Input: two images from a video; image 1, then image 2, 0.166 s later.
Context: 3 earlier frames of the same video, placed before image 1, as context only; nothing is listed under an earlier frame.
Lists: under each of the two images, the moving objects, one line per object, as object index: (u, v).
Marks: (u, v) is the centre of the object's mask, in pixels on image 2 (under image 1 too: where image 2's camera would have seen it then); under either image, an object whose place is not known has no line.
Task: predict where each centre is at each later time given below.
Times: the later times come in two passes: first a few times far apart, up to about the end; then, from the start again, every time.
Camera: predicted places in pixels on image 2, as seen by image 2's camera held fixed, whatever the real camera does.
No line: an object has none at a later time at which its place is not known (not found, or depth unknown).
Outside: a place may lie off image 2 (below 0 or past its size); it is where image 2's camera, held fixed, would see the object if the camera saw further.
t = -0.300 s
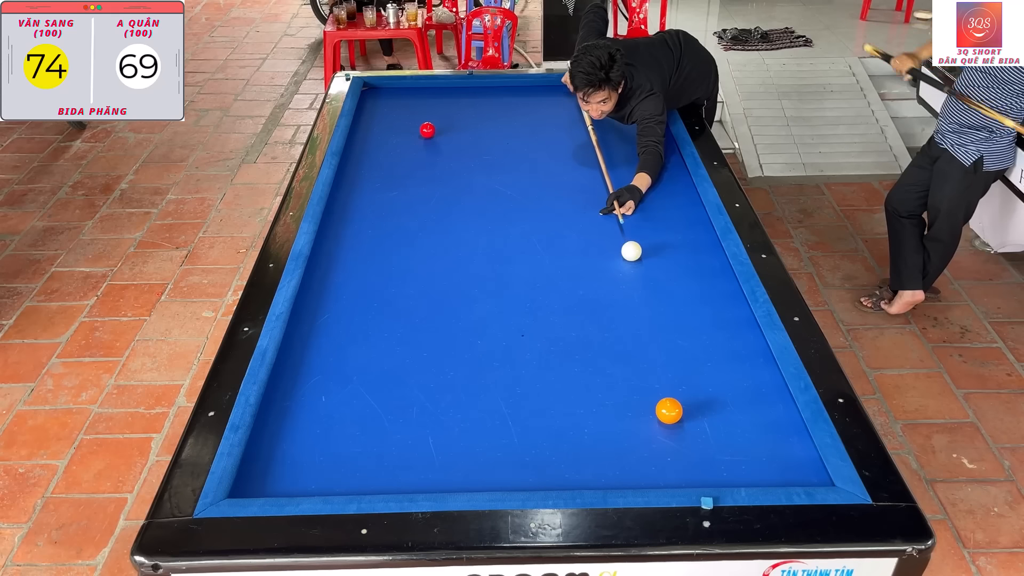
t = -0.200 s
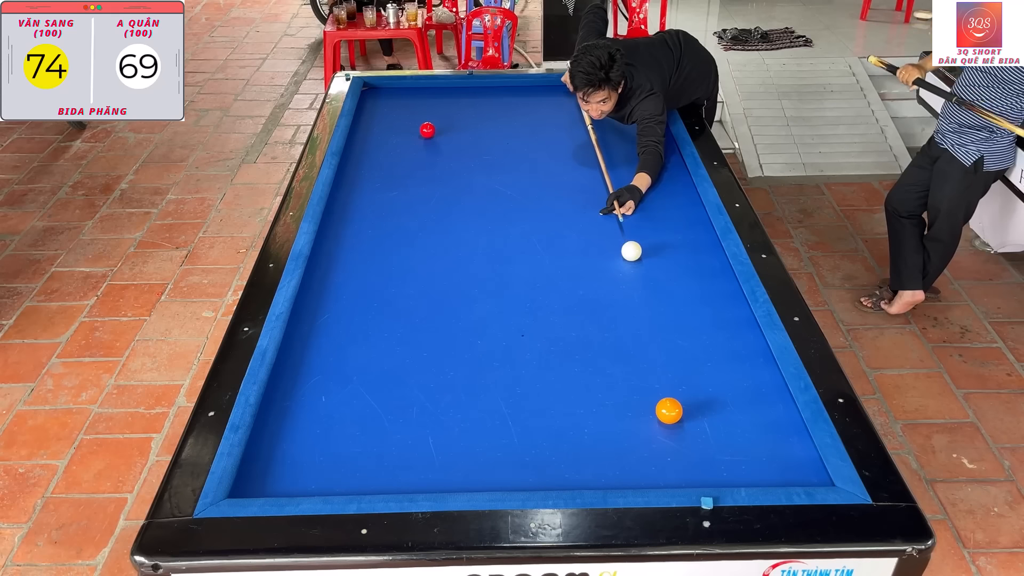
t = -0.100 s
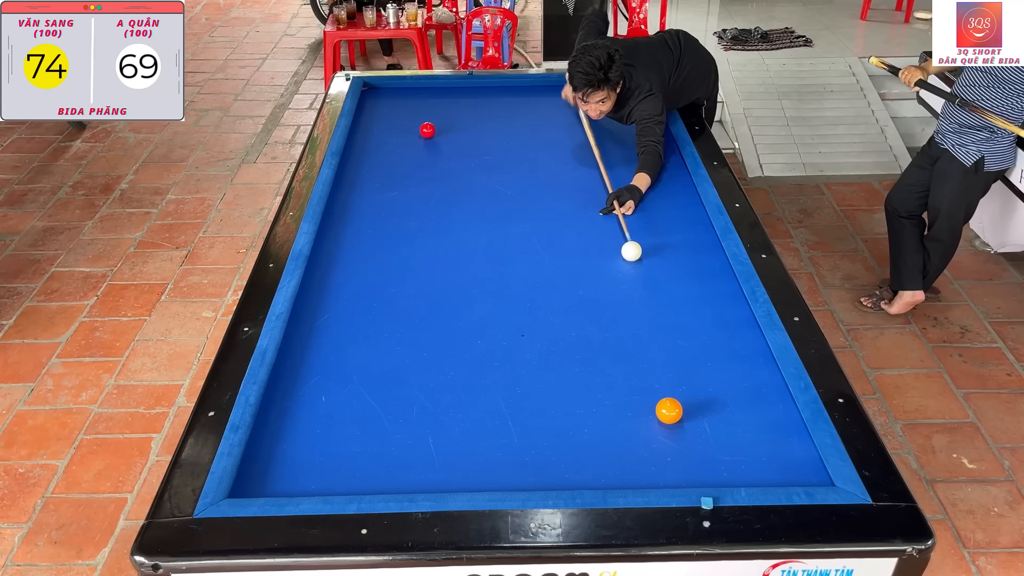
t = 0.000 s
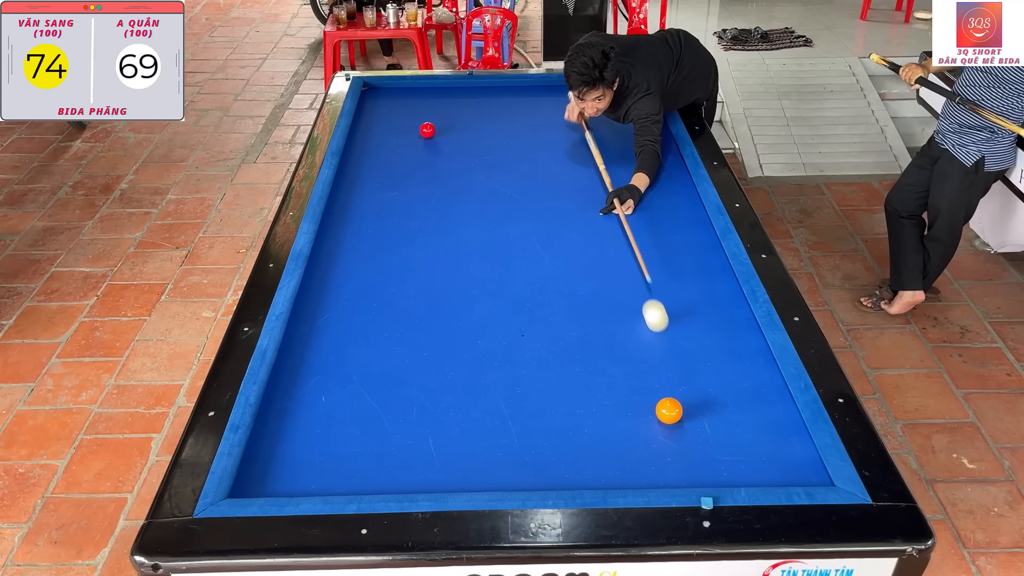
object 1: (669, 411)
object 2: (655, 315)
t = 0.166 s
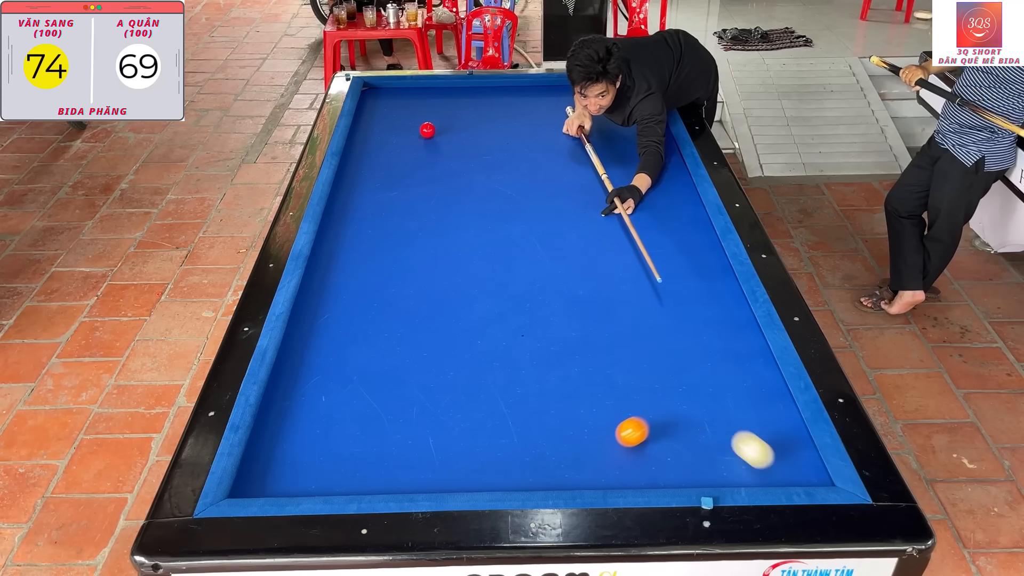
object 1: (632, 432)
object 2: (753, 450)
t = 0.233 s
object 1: (596, 452)
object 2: (801, 464)
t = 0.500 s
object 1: (478, 455)
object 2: (673, 340)
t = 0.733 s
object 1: (403, 426)
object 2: (593, 277)
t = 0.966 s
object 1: (334, 399)
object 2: (537, 236)
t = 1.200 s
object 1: (289, 375)
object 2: (490, 202)
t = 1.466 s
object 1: (343, 349)
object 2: (444, 168)
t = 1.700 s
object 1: (382, 329)
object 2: (409, 142)
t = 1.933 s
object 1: (418, 311)
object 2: (378, 119)
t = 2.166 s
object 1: (451, 295)
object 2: (375, 101)
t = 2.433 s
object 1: (487, 277)
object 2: (397, 85)
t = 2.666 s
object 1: (515, 263)
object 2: (398, 93)
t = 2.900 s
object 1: (542, 249)
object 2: (399, 100)
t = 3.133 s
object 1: (566, 237)
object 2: (400, 107)
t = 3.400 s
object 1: (592, 224)
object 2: (401, 115)
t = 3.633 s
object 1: (614, 213)
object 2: (402, 122)
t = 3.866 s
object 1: (634, 203)
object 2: (403, 129)
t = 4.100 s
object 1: (653, 193)
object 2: (405, 136)
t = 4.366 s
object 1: (673, 183)
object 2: (406, 144)
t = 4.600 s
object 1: (677, 176)
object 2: (407, 151)
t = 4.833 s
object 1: (666, 171)
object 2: (409, 158)
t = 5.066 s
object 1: (654, 166)
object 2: (410, 165)
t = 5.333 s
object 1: (642, 161)
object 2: (412, 172)
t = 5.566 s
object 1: (633, 157)
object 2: (413, 179)
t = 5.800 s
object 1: (624, 153)
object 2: (414, 186)
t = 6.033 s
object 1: (615, 150)
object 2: (416, 192)
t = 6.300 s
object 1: (606, 146)
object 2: (418, 200)
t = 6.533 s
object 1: (599, 143)
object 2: (419, 206)
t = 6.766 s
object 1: (593, 140)
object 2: (421, 212)
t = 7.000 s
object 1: (586, 137)
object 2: (422, 218)
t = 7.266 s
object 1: (580, 134)
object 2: (424, 224)
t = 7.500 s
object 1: (575, 132)
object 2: (425, 229)
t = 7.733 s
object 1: (570, 130)
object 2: (427, 235)
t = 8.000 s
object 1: (565, 128)
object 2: (428, 240)
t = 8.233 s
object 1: (562, 126)
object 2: (430, 245)
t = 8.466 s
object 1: (559, 125)
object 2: (431, 249)
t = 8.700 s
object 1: (556, 124)
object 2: (432, 253)
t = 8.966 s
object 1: (553, 123)
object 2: (433, 258)
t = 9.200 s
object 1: (551, 122)
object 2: (434, 261)
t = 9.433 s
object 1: (549, 121)
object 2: (434, 264)
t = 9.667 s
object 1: (548, 121)
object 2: (435, 267)
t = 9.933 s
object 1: (548, 120)
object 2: (435, 270)
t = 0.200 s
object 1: (614, 442)
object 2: (785, 474)
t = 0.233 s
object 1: (596, 452)
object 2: (801, 464)
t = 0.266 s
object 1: (578, 463)
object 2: (798, 442)
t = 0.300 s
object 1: (560, 473)
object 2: (776, 424)
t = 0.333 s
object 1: (543, 480)
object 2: (756, 408)
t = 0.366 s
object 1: (528, 479)
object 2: (738, 392)
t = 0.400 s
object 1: (515, 473)
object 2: (720, 378)
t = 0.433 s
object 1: (502, 466)
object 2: (703, 364)
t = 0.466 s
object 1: (490, 460)
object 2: (688, 352)
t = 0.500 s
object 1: (478, 455)
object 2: (673, 340)
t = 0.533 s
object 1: (467, 451)
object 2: (660, 329)
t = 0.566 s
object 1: (456, 446)
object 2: (647, 319)
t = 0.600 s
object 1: (445, 442)
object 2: (635, 310)
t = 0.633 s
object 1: (434, 438)
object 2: (624, 301)
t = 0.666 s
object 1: (423, 434)
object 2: (613, 293)
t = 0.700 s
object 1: (413, 430)
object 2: (603, 285)
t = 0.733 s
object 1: (403, 426)
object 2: (593, 277)
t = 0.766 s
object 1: (392, 422)
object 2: (584, 270)
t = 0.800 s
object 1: (382, 418)
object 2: (575, 264)
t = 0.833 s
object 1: (372, 414)
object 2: (567, 258)
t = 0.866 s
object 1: (362, 410)
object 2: (559, 252)
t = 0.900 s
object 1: (353, 406)
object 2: (552, 246)
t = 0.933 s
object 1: (343, 403)
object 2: (544, 241)
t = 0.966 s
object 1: (334, 399)
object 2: (537, 236)
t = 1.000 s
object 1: (324, 395)
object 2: (530, 231)
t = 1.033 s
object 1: (315, 392)
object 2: (523, 225)
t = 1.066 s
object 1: (306, 388)
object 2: (516, 221)
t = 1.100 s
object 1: (297, 385)
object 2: (509, 216)
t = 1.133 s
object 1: (288, 382)
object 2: (503, 211)
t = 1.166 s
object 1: (281, 378)
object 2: (497, 206)
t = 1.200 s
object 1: (289, 375)
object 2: (490, 202)
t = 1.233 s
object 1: (297, 372)
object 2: (484, 197)
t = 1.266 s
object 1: (305, 368)
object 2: (478, 193)
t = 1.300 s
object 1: (312, 365)
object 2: (472, 188)
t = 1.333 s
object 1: (319, 362)
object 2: (466, 184)
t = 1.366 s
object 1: (325, 359)
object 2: (461, 180)
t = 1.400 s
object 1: (331, 356)
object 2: (455, 176)
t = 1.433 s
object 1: (337, 353)
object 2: (450, 172)
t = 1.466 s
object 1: (343, 349)
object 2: (444, 168)
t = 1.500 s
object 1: (349, 347)
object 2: (439, 164)
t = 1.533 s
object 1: (354, 344)
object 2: (434, 160)
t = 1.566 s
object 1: (360, 341)
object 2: (429, 156)
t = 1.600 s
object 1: (366, 338)
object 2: (424, 153)
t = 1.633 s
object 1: (371, 335)
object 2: (419, 149)
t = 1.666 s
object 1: (377, 332)
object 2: (414, 146)
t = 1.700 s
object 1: (382, 329)
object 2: (409, 142)
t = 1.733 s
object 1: (388, 327)
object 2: (405, 139)
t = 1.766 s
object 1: (393, 324)
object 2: (400, 135)
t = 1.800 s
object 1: (398, 322)
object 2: (396, 132)
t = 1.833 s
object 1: (403, 319)
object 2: (391, 129)
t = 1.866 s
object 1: (408, 316)
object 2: (387, 125)
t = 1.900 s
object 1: (413, 314)
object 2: (383, 122)
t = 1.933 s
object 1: (418, 311)
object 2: (378, 119)
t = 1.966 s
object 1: (423, 309)
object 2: (374, 116)
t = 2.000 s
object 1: (428, 306)
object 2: (370, 113)
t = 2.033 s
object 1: (433, 304)
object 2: (366, 110)
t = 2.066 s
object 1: (438, 302)
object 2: (363, 108)
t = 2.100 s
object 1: (442, 299)
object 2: (367, 105)
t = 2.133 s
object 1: (447, 297)
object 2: (371, 103)
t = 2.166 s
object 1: (451, 295)
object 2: (375, 101)
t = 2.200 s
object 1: (456, 292)
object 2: (378, 99)
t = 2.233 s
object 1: (461, 290)
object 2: (381, 97)
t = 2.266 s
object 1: (465, 288)
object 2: (384, 95)
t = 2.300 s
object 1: (470, 285)
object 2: (387, 93)
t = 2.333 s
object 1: (474, 283)
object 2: (389, 91)
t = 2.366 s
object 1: (478, 281)
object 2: (392, 89)
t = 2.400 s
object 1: (482, 279)
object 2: (395, 87)
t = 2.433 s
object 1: (487, 277)
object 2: (397, 85)
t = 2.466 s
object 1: (491, 275)
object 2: (397, 86)
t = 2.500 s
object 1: (495, 273)
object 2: (397, 87)
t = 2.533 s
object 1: (499, 271)
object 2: (397, 89)
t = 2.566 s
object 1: (503, 268)
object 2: (397, 90)
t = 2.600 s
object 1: (507, 267)
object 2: (397, 91)
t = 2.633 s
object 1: (511, 265)
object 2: (397, 92)
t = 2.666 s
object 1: (515, 263)
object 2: (398, 93)
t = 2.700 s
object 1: (519, 261)
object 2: (398, 94)
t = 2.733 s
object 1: (523, 259)
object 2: (398, 95)
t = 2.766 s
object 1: (527, 257)
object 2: (398, 96)
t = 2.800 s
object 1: (530, 255)
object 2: (398, 97)
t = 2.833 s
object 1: (534, 253)
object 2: (398, 98)
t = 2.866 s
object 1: (538, 251)
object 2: (399, 99)
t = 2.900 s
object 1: (542, 249)
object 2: (399, 100)
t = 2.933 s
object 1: (545, 248)
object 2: (399, 101)
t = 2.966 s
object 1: (549, 246)
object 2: (399, 102)
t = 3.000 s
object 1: (552, 244)
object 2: (399, 103)
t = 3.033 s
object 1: (556, 242)
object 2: (400, 104)
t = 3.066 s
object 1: (559, 240)
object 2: (400, 105)
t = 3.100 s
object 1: (563, 239)
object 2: (400, 106)
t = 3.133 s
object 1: (566, 237)
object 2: (400, 107)
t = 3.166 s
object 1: (569, 235)
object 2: (400, 108)
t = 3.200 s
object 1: (573, 234)
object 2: (400, 109)
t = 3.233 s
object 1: (576, 232)
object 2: (401, 110)
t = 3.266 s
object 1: (580, 230)
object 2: (401, 111)
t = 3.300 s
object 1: (583, 229)
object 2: (401, 112)
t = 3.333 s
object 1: (586, 227)
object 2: (401, 113)
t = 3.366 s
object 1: (589, 225)
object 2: (401, 114)
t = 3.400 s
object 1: (592, 224)
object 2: (401, 115)
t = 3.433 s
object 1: (595, 222)
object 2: (402, 116)
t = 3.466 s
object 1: (599, 221)
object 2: (402, 117)
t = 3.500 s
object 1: (602, 219)
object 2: (402, 118)
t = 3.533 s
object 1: (605, 218)
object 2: (402, 119)
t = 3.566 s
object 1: (608, 216)
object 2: (402, 120)
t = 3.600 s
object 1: (611, 214)
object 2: (402, 121)
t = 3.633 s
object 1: (614, 213)
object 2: (402, 122)
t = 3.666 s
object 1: (617, 211)
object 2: (403, 123)
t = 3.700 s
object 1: (620, 210)
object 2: (403, 124)
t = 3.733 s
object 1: (622, 209)
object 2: (403, 125)
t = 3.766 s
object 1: (625, 207)
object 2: (403, 126)
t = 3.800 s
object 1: (628, 206)
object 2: (403, 127)
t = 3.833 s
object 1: (631, 204)
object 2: (403, 128)
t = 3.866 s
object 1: (634, 203)
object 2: (403, 129)
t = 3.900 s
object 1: (637, 201)
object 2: (404, 130)
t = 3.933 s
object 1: (639, 200)
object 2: (404, 131)
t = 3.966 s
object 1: (642, 199)
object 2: (404, 132)
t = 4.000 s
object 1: (645, 197)
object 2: (404, 133)
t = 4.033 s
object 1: (648, 196)
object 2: (404, 134)
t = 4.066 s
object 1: (650, 194)
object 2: (404, 135)
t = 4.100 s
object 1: (653, 193)
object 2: (405, 136)
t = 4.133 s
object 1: (655, 192)
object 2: (405, 137)
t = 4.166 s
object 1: (658, 190)
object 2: (405, 138)
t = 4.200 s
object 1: (661, 189)
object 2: (405, 139)
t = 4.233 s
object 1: (663, 188)
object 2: (405, 140)
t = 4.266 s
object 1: (666, 187)
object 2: (405, 141)
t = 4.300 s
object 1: (668, 185)
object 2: (406, 142)
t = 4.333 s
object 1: (671, 184)
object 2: (406, 143)
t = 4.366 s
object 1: (673, 183)
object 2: (406, 144)
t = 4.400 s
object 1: (676, 181)
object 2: (406, 145)
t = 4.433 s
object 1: (678, 180)
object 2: (406, 146)
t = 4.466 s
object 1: (680, 179)
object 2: (407, 147)
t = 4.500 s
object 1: (683, 178)
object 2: (407, 148)
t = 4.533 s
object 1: (681, 177)
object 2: (407, 149)
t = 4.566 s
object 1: (679, 176)
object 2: (407, 150)
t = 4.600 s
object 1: (677, 176)
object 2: (407, 151)
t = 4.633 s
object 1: (676, 175)
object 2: (408, 152)
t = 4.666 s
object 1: (674, 174)
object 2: (408, 153)
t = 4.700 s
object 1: (672, 174)
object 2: (408, 154)
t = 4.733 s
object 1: (671, 173)
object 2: (408, 155)
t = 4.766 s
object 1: (669, 172)
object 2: (408, 156)
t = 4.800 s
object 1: (667, 172)
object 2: (408, 157)
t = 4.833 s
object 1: (666, 171)
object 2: (409, 158)
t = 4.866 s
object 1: (664, 170)
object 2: (409, 159)
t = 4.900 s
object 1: (662, 169)
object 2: (409, 160)
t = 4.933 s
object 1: (661, 169)
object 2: (409, 161)
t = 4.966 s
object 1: (659, 168)
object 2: (409, 162)
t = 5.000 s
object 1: (658, 168)
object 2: (410, 163)
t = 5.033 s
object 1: (656, 167)
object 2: (410, 164)
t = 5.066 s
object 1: (654, 166)
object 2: (410, 165)
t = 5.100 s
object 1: (653, 166)
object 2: (410, 166)
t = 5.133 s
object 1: (651, 165)
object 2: (410, 167)
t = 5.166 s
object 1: (650, 164)
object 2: (410, 168)
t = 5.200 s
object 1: (648, 164)
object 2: (411, 169)
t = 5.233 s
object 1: (647, 163)
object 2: (411, 169)
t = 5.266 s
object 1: (645, 162)
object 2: (411, 170)
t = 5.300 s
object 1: (644, 162)
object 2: (411, 171)
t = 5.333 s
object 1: (642, 161)
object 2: (412, 172)
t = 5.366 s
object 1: (641, 161)
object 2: (412, 174)
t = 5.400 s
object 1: (640, 160)
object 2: (412, 174)
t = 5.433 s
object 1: (638, 159)
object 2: (412, 175)
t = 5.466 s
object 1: (637, 159)
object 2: (412, 176)
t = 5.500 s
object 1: (635, 158)
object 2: (412, 177)
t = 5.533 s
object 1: (634, 158)
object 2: (413, 178)
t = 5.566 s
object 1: (633, 157)
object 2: (413, 179)
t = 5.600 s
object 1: (631, 156)
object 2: (413, 180)
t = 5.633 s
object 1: (630, 156)
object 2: (413, 181)
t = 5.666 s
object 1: (629, 155)
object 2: (414, 182)
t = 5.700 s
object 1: (628, 155)
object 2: (414, 183)
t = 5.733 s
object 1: (626, 154)
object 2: (414, 184)
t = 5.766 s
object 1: (625, 154)
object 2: (414, 185)
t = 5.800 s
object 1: (624, 153)
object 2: (414, 186)
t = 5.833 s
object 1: (622, 153)
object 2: (415, 187)
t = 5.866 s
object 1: (621, 152)
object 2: (415, 188)
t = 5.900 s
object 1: (620, 151)
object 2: (415, 189)
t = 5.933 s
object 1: (619, 151)
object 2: (415, 190)
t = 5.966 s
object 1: (618, 150)
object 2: (415, 191)
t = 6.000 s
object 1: (616, 150)
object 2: (416, 192)
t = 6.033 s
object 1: (615, 150)
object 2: (416, 192)
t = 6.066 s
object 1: (614, 149)
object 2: (416, 193)
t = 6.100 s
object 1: (613, 149)
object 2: (416, 194)
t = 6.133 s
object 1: (612, 148)
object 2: (416, 195)
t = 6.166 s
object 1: (611, 148)
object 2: (417, 196)
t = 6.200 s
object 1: (610, 147)
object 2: (417, 197)
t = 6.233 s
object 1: (609, 147)
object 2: (417, 198)
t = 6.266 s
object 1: (607, 146)
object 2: (417, 199)
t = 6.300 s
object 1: (606, 146)
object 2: (418, 200)
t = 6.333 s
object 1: (605, 145)
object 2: (418, 201)
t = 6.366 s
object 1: (604, 145)
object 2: (418, 201)
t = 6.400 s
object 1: (603, 144)
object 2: (418, 202)
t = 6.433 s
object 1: (602, 144)
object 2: (419, 203)
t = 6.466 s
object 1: (601, 144)
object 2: (419, 204)
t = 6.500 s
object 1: (600, 143)
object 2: (419, 205)
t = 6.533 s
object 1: (599, 143)
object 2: (419, 206)
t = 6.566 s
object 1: (598, 142)
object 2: (419, 207)
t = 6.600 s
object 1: (597, 142)
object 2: (420, 208)
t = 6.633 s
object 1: (596, 141)
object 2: (420, 209)
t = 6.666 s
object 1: (595, 141)
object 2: (420, 209)
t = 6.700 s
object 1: (594, 141)
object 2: (420, 210)
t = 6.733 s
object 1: (593, 140)
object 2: (420, 211)
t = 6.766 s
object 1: (593, 140)
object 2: (421, 212)
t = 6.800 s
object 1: (592, 139)
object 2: (421, 213)
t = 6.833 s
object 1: (591, 139)
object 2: (421, 214)
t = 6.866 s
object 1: (590, 139)
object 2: (421, 215)
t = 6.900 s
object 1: (589, 138)
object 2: (422, 215)
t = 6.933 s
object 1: (588, 138)
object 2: (422, 216)
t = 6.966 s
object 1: (587, 137)
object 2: (422, 217)
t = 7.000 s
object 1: (586, 137)
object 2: (422, 218)
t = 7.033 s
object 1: (586, 137)
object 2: (422, 219)
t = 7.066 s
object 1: (585, 136)
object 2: (422, 220)
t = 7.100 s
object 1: (584, 136)
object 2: (423, 220)
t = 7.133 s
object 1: (583, 136)
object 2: (423, 221)
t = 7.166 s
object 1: (583, 136)
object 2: (423, 222)
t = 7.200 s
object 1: (582, 135)
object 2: (423, 223)
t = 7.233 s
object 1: (581, 135)
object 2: (423, 223)
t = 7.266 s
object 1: (580, 134)
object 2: (424, 224)
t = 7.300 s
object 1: (579, 134)
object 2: (424, 225)
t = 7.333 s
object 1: (579, 134)
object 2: (424, 226)
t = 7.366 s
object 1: (578, 134)
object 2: (424, 226)
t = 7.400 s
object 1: (577, 133)
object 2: (424, 227)
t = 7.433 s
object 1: (576, 133)
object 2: (425, 228)
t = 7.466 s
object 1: (576, 132)
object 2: (425, 229)
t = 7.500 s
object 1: (575, 132)
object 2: (425, 229)
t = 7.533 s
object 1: (574, 132)
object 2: (425, 230)
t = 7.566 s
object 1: (574, 132)
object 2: (426, 231)
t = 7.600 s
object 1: (573, 131)
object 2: (426, 232)
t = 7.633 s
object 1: (572, 131)
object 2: (426, 232)
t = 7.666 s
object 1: (572, 131)
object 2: (426, 233)
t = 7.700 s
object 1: (571, 130)
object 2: (426, 234)
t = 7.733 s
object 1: (570, 130)
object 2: (427, 235)
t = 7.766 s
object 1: (570, 130)
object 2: (427, 235)
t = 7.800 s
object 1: (569, 130)
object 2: (427, 236)
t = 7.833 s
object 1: (568, 129)
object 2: (427, 237)
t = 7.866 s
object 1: (568, 129)
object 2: (427, 237)
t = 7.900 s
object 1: (567, 129)
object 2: (428, 238)
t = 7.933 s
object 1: (567, 129)
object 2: (428, 239)
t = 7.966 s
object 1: (566, 128)
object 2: (428, 239)
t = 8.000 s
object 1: (565, 128)
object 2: (428, 240)
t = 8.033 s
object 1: (565, 128)
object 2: (428, 241)
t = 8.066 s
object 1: (564, 128)
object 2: (429, 241)
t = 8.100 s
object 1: (564, 127)
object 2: (429, 242)
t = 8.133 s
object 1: (563, 127)
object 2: (429, 243)
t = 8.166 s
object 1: (563, 127)
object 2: (429, 244)
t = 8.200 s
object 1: (562, 127)
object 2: (430, 244)
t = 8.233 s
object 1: (562, 126)
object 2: (430, 245)
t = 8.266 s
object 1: (561, 126)
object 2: (430, 245)
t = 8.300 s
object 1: (561, 126)
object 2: (430, 246)
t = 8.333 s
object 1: (560, 126)
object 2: (430, 247)
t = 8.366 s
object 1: (560, 126)
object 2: (430, 247)
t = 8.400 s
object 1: (559, 125)
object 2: (431, 248)
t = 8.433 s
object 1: (559, 125)
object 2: (431, 249)
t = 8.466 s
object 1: (559, 125)
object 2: (431, 249)
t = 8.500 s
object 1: (558, 125)
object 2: (431, 250)
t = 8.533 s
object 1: (558, 125)
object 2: (431, 250)
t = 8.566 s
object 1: (557, 124)
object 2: (432, 251)
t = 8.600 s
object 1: (557, 124)
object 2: (432, 252)
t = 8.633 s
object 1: (556, 124)
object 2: (432, 252)
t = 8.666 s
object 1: (556, 124)
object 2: (432, 253)
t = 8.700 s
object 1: (556, 124)
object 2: (432, 253)
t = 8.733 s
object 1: (555, 124)
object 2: (432, 254)
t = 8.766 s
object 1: (555, 123)
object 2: (432, 254)
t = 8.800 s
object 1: (555, 123)
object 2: (433, 255)
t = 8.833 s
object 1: (554, 123)
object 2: (433, 255)
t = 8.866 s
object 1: (554, 123)
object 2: (433, 256)
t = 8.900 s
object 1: (553, 123)
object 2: (433, 256)
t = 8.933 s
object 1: (553, 123)
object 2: (433, 257)
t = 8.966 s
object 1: (553, 123)
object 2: (433, 258)
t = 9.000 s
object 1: (552, 123)
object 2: (433, 258)
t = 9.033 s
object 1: (552, 122)
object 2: (433, 259)
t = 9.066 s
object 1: (552, 122)
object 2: (433, 259)
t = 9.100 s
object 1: (552, 122)
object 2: (434, 260)
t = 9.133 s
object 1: (551, 122)
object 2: (434, 260)
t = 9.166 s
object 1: (551, 122)
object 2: (434, 261)
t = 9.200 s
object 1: (551, 122)
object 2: (434, 261)
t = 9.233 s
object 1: (551, 122)
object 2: (434, 262)
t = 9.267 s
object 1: (550, 121)
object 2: (434, 262)
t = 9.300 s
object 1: (550, 121)
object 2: (434, 262)
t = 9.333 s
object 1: (550, 121)
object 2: (434, 263)
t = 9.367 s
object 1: (550, 121)
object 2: (434, 263)
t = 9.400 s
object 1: (550, 121)
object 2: (434, 264)
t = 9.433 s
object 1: (549, 121)
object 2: (434, 264)
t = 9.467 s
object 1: (549, 121)
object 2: (434, 265)
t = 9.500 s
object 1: (549, 121)
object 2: (435, 265)
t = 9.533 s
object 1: (549, 121)
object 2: (435, 265)
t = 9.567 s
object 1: (549, 121)
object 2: (434, 266)
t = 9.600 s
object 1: (549, 121)
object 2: (435, 266)
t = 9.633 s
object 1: (548, 121)
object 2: (435, 267)
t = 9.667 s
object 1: (548, 121)
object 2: (435, 267)
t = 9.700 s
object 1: (548, 121)
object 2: (435, 267)
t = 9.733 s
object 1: (548, 121)
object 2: (435, 268)
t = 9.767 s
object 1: (548, 121)
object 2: (435, 268)
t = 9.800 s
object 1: (548, 121)
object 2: (435, 268)
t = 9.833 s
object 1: (548, 120)
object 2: (435, 269)
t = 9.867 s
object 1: (548, 120)
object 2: (435, 269)
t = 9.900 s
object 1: (548, 120)
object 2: (435, 269)
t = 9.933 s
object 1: (548, 120)
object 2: (435, 270)
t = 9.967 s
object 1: (548, 120)
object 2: (435, 270)
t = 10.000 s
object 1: (547, 120)
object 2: (435, 270)
